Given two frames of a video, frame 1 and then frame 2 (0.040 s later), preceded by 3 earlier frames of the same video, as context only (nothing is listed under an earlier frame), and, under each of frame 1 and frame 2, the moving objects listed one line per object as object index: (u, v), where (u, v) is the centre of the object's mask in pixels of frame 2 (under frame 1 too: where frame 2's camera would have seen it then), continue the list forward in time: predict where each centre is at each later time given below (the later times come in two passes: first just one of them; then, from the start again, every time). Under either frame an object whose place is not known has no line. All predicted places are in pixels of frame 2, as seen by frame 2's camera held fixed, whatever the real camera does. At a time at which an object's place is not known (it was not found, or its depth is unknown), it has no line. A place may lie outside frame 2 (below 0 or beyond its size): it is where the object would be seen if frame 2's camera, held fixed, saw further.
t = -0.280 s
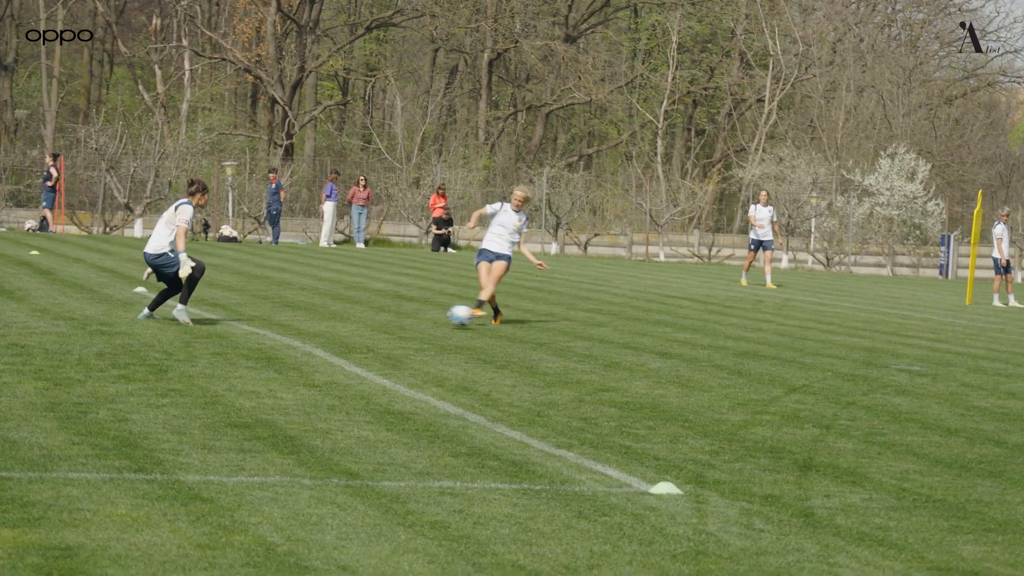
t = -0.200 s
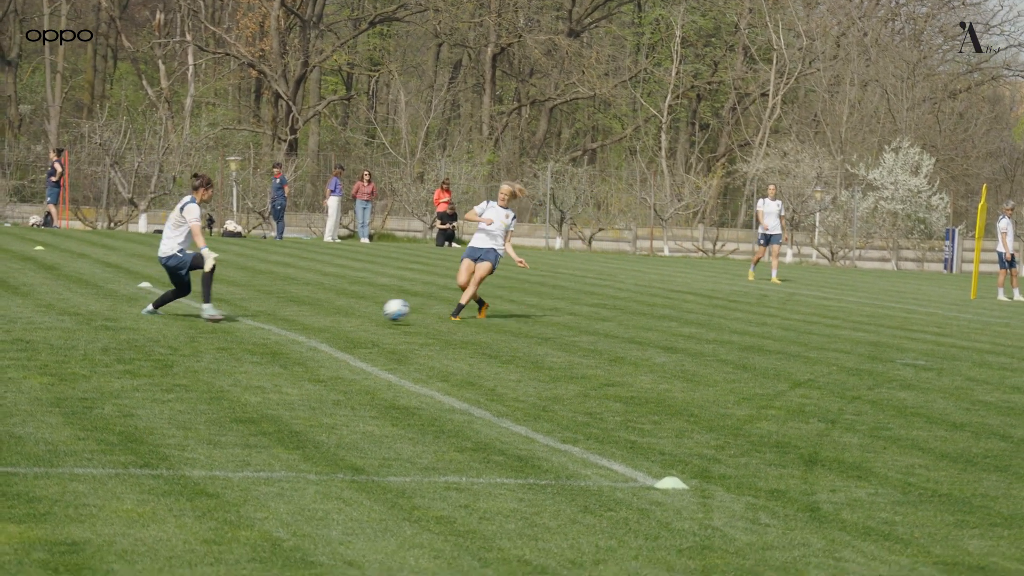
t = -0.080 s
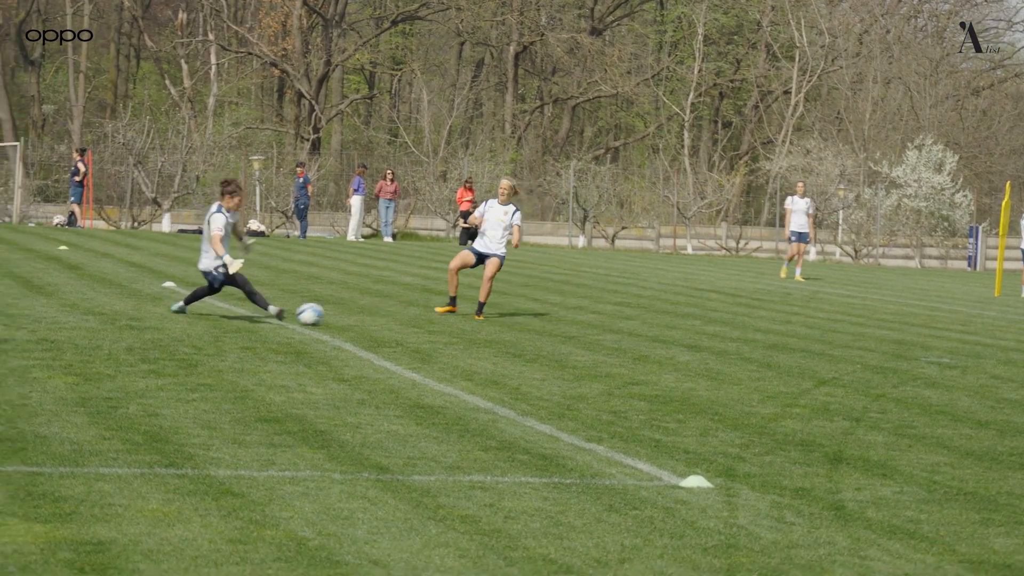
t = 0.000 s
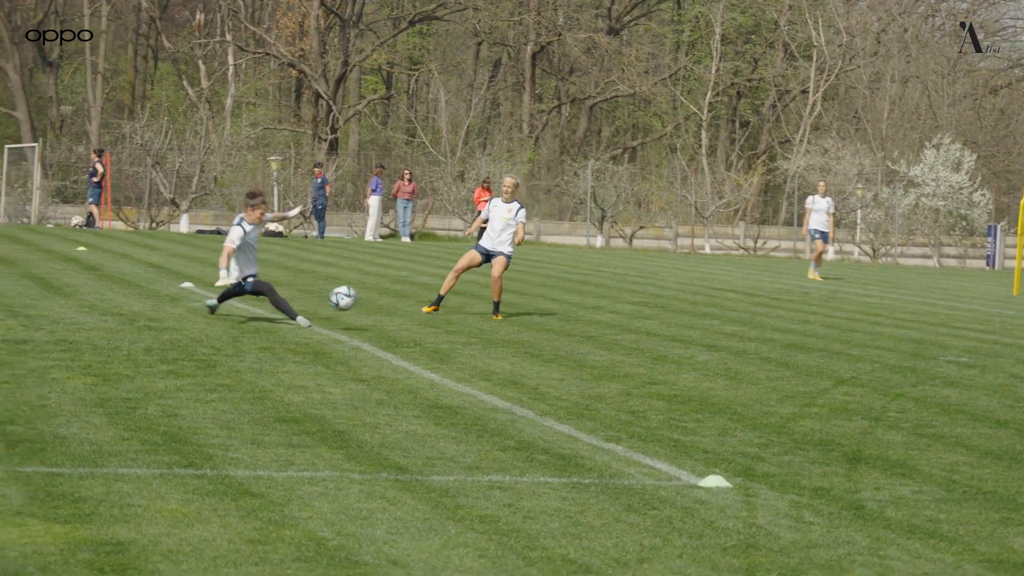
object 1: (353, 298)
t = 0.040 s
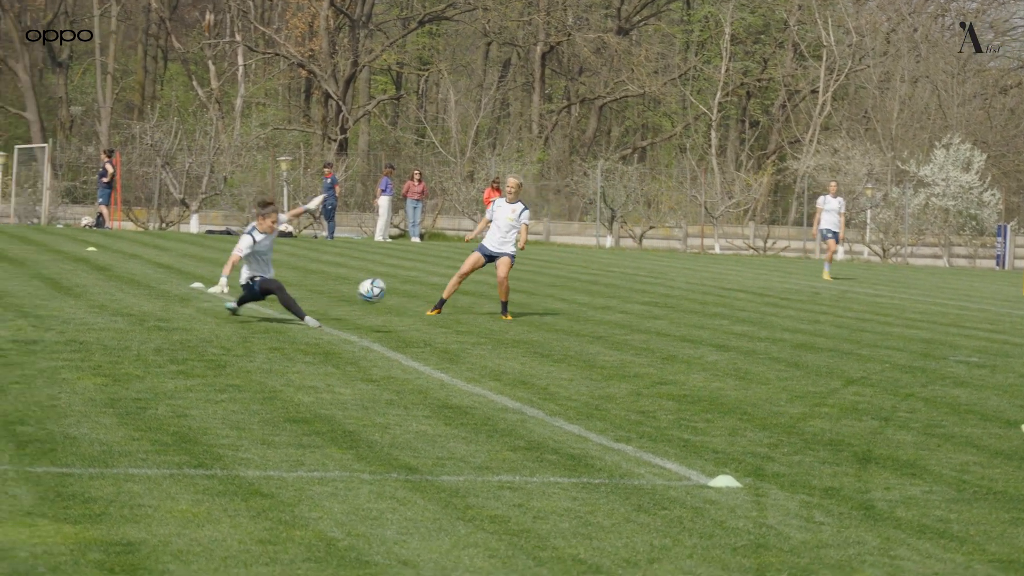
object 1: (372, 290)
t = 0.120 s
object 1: (411, 280)
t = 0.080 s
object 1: (391, 284)
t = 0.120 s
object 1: (411, 280)
